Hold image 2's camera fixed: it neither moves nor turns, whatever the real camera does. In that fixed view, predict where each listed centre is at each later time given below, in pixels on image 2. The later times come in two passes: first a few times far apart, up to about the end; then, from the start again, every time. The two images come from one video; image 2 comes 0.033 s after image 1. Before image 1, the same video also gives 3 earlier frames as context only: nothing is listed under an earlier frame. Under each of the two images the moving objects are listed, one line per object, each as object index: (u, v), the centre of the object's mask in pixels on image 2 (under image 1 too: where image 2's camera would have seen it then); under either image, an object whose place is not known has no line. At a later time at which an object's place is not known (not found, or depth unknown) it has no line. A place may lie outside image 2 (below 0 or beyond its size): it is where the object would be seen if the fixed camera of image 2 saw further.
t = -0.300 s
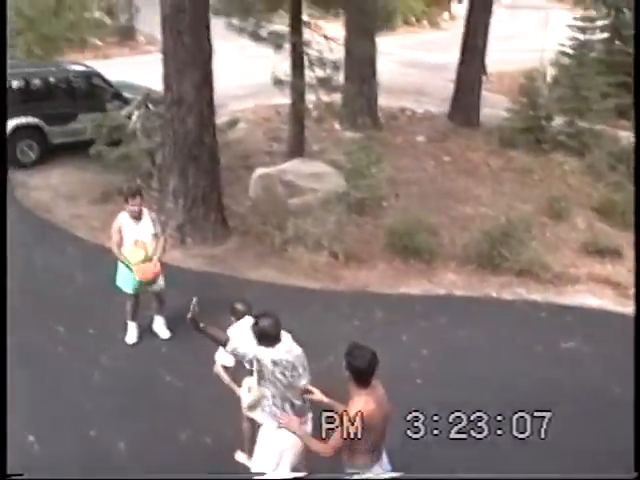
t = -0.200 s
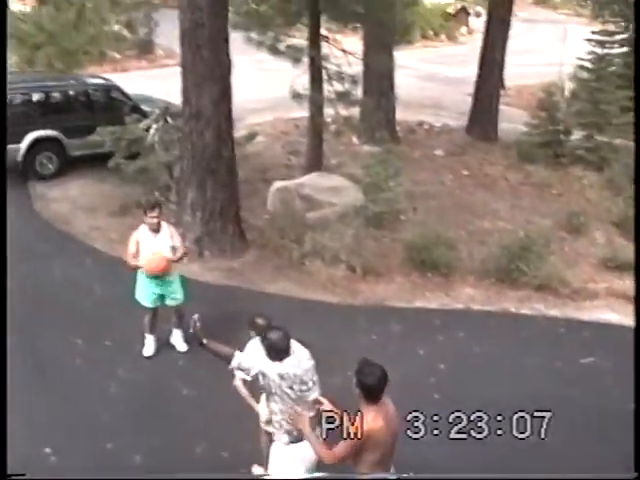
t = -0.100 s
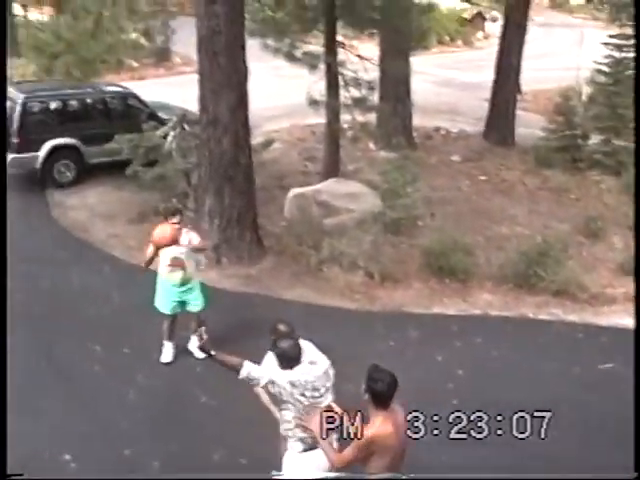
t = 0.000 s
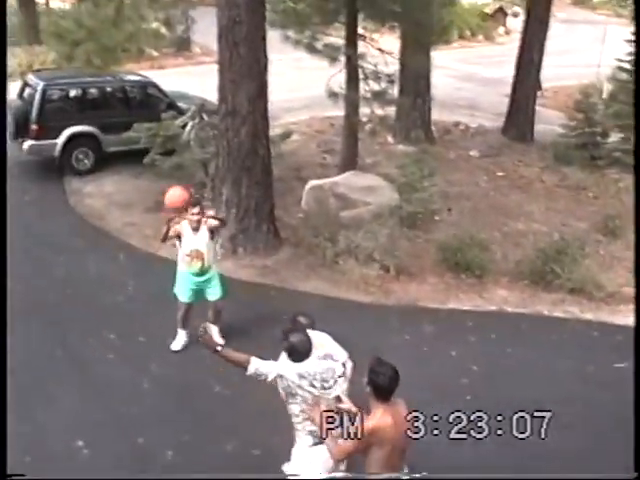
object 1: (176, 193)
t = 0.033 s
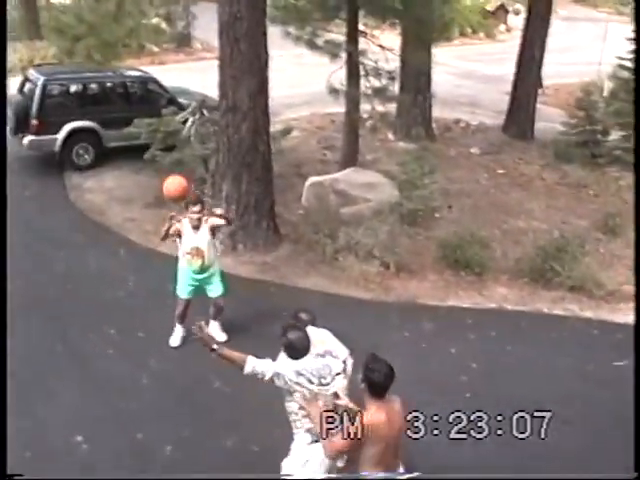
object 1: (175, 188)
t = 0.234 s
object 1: (169, 166)
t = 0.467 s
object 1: (162, 202)
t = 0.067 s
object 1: (174, 182)
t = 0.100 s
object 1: (173, 176)
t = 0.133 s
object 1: (173, 172)
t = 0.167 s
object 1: (172, 168)
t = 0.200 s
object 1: (170, 167)
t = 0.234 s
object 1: (169, 166)
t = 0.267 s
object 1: (168, 166)
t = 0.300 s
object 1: (166, 169)
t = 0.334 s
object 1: (166, 172)
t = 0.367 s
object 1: (165, 176)
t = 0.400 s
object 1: (164, 183)
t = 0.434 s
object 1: (164, 191)
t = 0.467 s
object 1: (162, 202)
